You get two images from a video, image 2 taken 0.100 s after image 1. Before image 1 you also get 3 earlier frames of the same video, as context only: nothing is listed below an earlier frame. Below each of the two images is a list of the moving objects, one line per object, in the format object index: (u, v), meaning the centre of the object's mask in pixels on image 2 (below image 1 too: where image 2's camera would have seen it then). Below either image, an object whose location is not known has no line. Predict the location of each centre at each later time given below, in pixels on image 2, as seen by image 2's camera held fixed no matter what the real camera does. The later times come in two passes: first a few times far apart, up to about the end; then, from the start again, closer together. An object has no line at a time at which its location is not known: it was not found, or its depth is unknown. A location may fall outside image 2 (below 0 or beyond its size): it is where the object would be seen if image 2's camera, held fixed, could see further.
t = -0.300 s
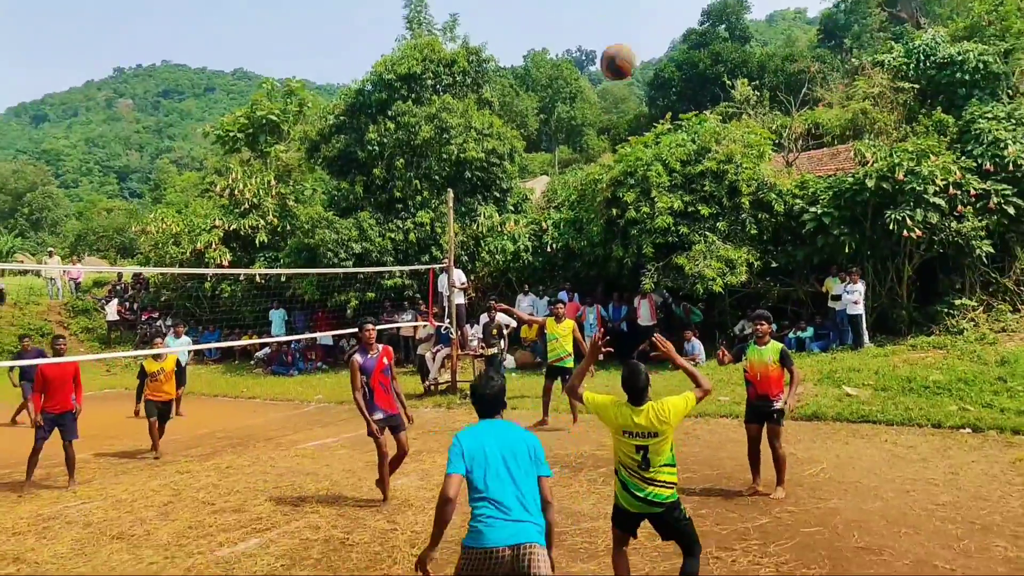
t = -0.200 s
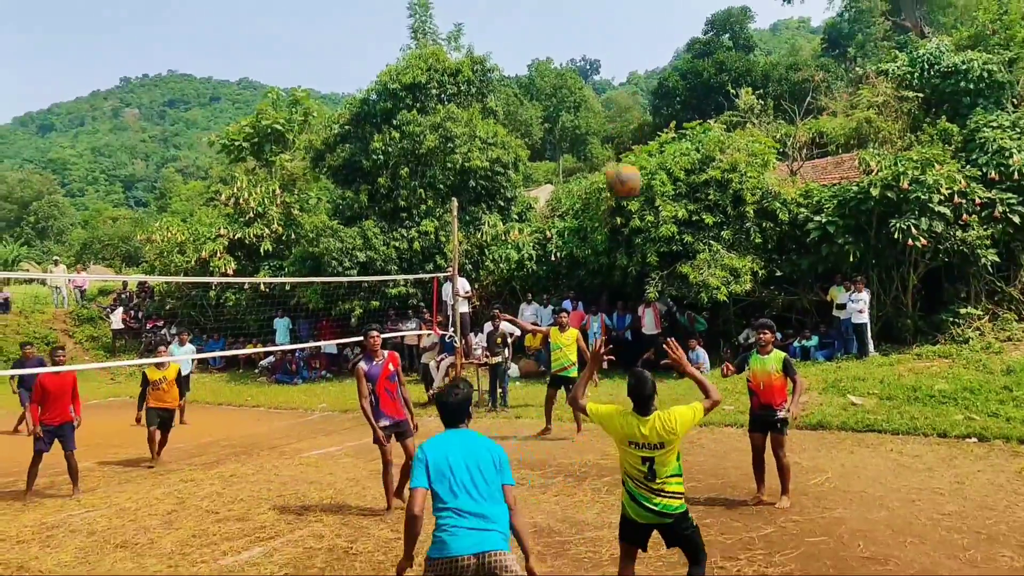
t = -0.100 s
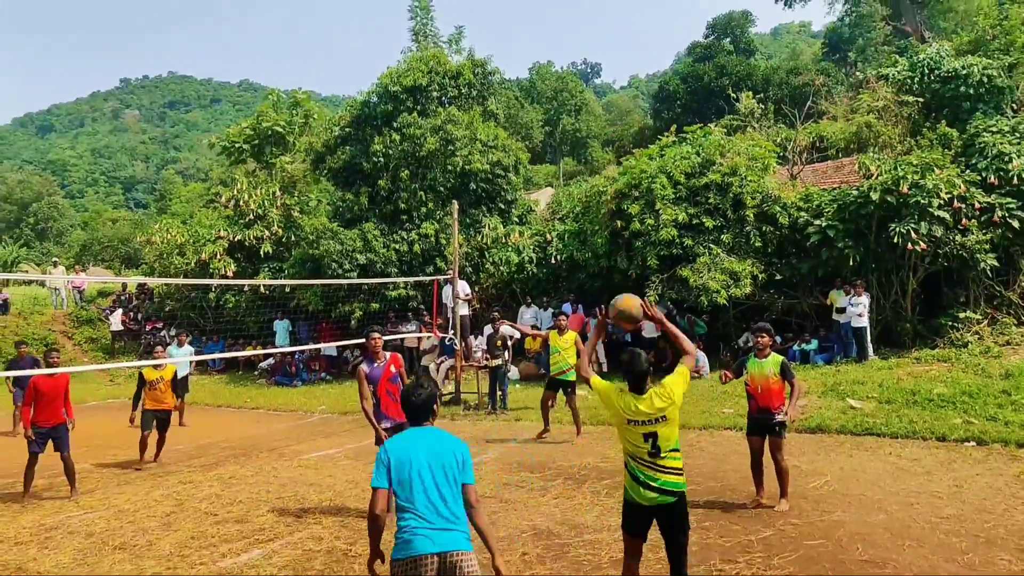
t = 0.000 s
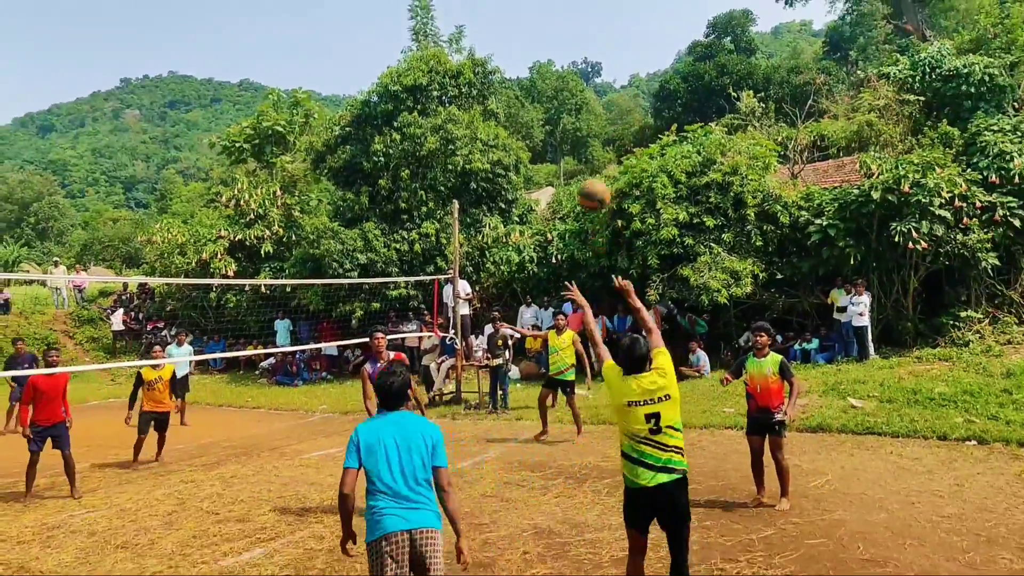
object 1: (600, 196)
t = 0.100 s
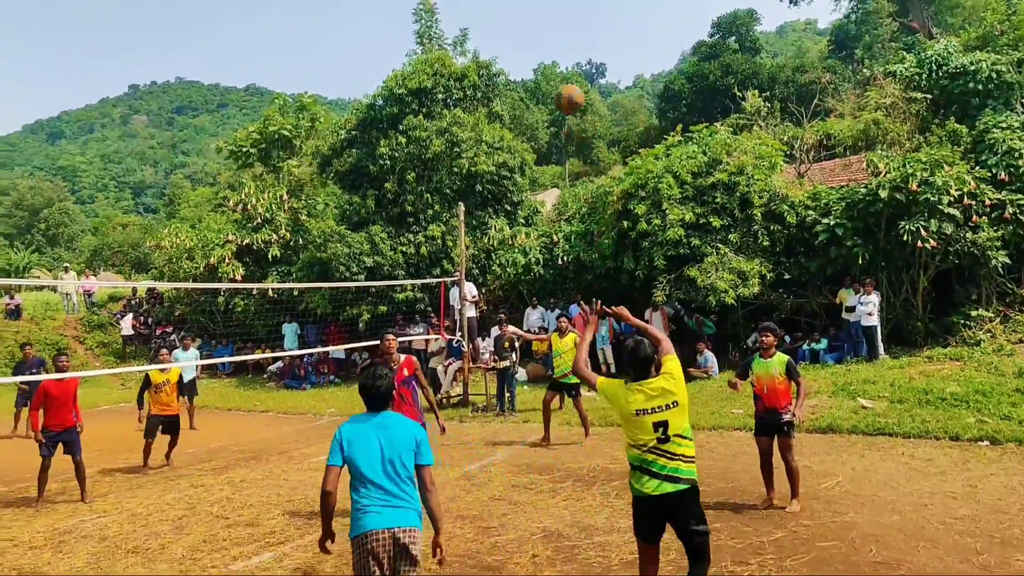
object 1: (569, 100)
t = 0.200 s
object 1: (544, 31)
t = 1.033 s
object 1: (446, 20)
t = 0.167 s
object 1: (552, 51)
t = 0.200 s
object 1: (544, 31)
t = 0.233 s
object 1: (537, 14)
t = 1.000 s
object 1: (447, 9)
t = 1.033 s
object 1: (446, 20)
